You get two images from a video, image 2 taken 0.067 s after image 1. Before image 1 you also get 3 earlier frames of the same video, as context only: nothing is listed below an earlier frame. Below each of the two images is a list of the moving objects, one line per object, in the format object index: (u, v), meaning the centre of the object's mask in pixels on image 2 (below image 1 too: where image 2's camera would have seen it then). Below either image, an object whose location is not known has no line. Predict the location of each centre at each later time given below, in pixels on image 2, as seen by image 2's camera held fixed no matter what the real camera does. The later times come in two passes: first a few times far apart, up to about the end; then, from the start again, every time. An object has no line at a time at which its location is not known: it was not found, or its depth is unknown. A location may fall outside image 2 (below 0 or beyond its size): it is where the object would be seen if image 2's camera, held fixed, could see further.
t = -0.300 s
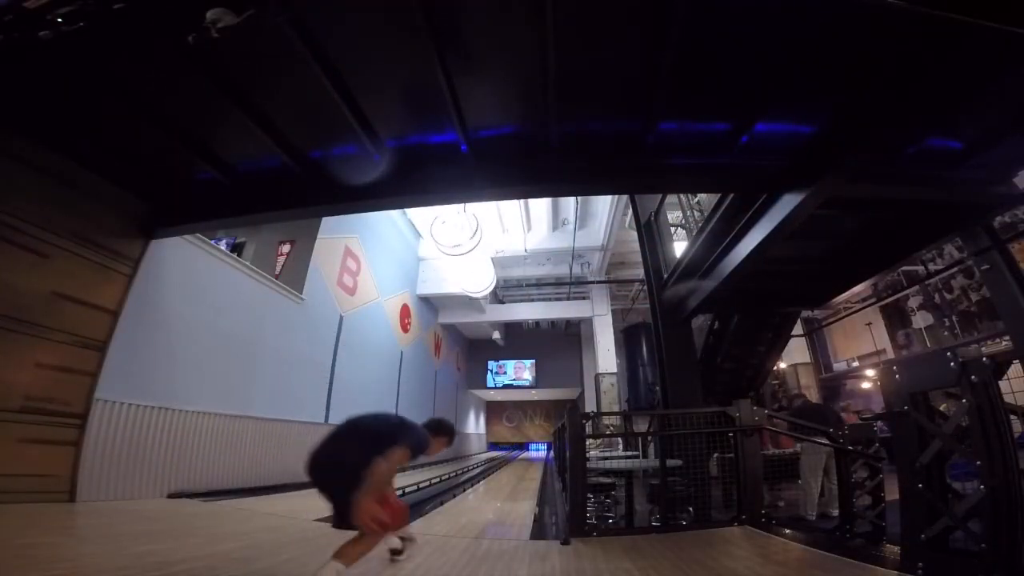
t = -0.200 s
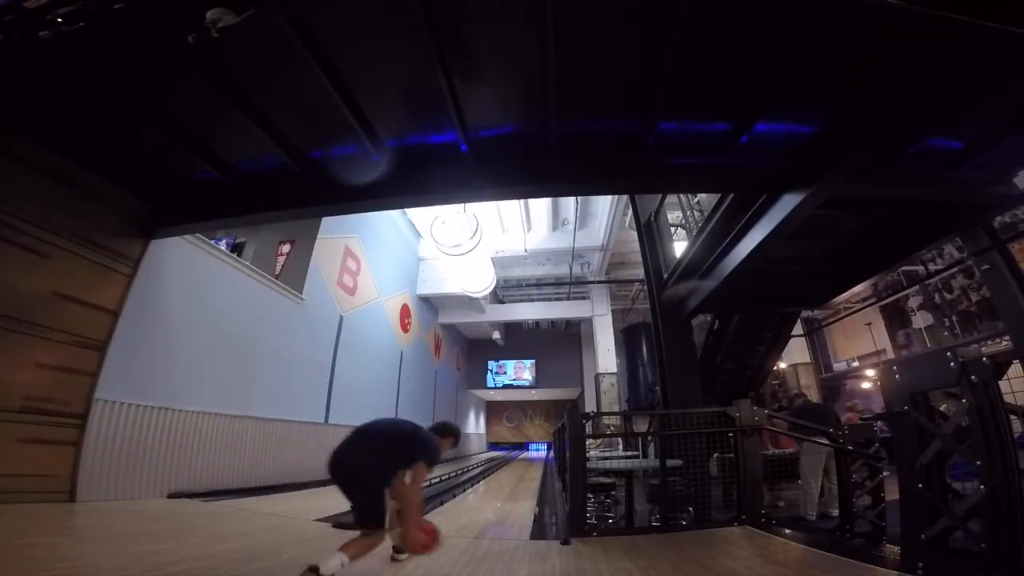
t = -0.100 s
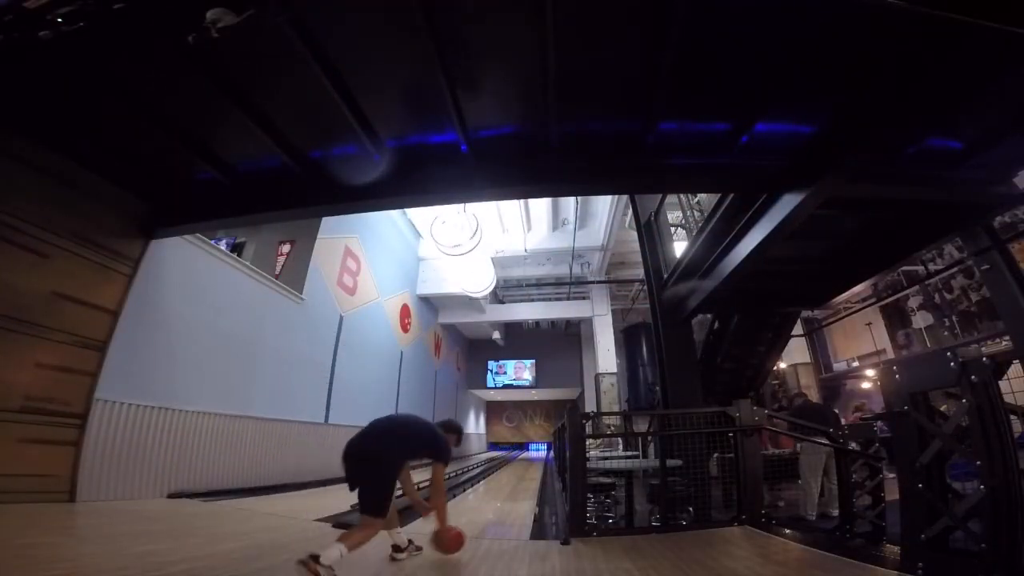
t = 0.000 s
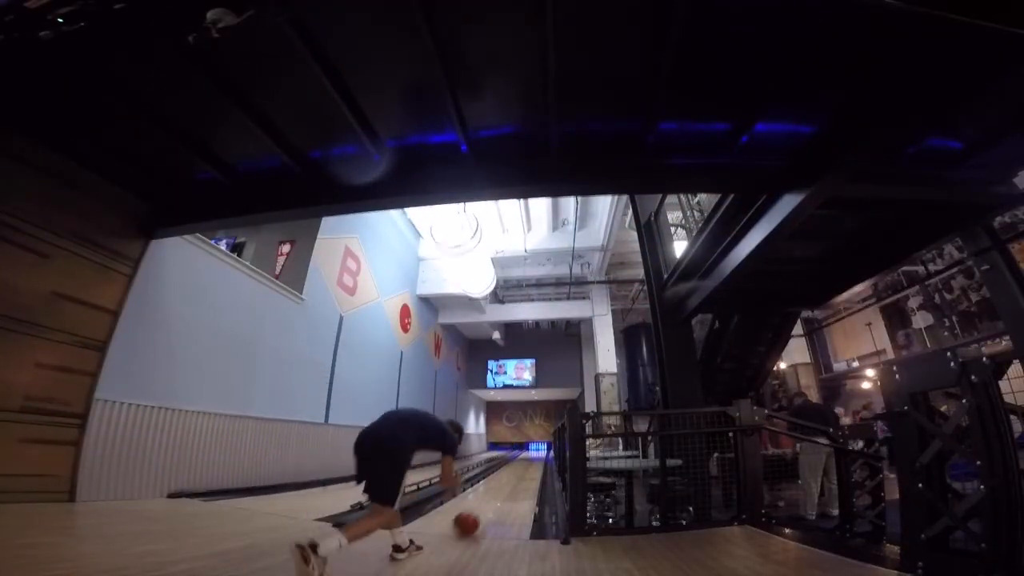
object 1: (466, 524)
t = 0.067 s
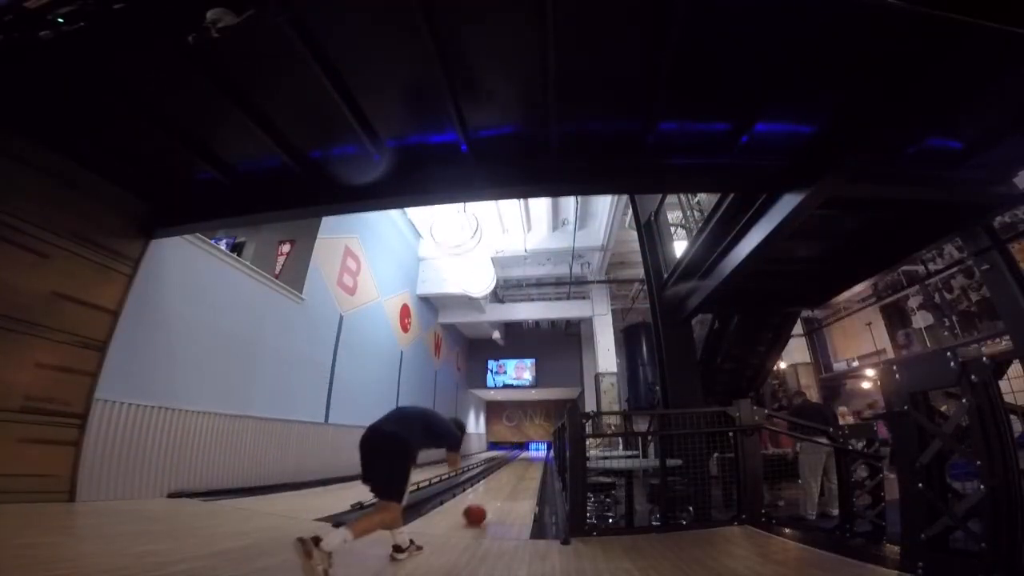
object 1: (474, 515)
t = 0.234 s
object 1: (488, 499)
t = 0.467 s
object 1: (499, 485)
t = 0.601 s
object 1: (503, 480)
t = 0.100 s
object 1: (478, 512)
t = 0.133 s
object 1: (481, 508)
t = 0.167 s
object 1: (484, 504)
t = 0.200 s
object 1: (486, 502)
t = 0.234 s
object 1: (488, 499)
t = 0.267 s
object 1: (490, 496)
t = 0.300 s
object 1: (492, 494)
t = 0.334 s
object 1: (494, 492)
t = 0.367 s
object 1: (495, 490)
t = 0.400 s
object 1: (497, 488)
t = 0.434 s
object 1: (498, 487)
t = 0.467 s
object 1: (499, 485)
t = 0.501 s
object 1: (500, 484)
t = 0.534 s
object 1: (501, 483)
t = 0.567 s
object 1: (502, 481)
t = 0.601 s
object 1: (503, 480)
